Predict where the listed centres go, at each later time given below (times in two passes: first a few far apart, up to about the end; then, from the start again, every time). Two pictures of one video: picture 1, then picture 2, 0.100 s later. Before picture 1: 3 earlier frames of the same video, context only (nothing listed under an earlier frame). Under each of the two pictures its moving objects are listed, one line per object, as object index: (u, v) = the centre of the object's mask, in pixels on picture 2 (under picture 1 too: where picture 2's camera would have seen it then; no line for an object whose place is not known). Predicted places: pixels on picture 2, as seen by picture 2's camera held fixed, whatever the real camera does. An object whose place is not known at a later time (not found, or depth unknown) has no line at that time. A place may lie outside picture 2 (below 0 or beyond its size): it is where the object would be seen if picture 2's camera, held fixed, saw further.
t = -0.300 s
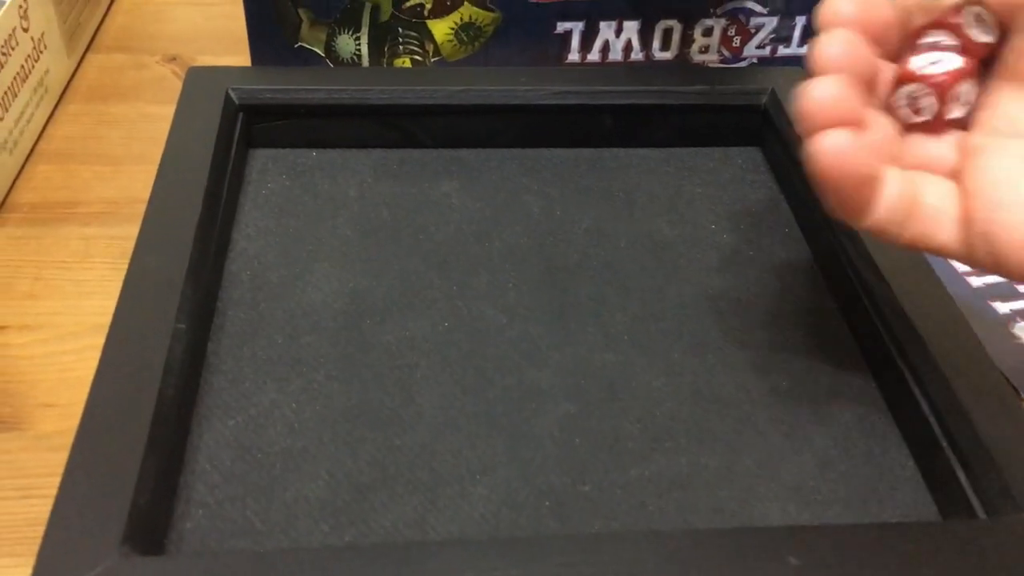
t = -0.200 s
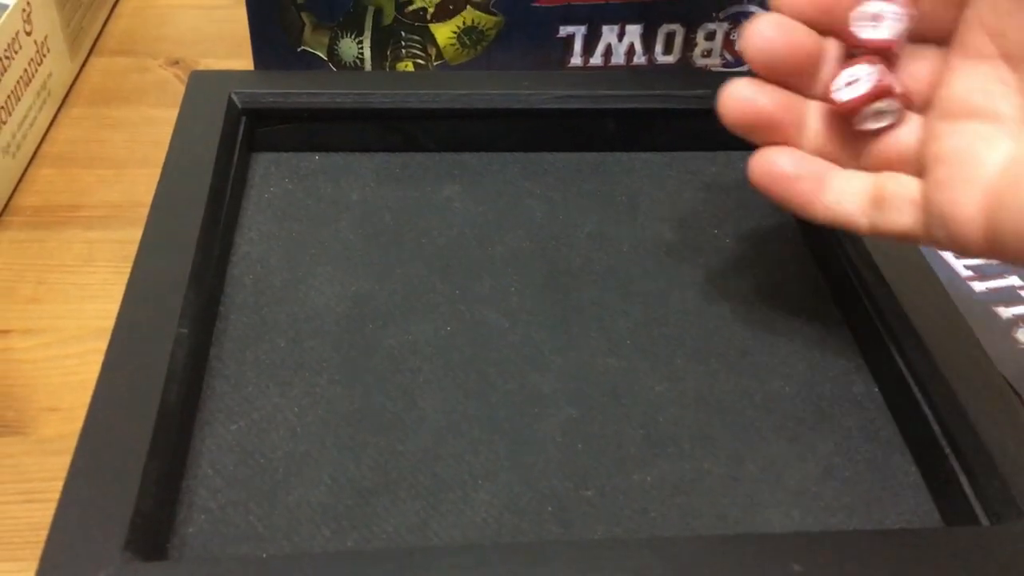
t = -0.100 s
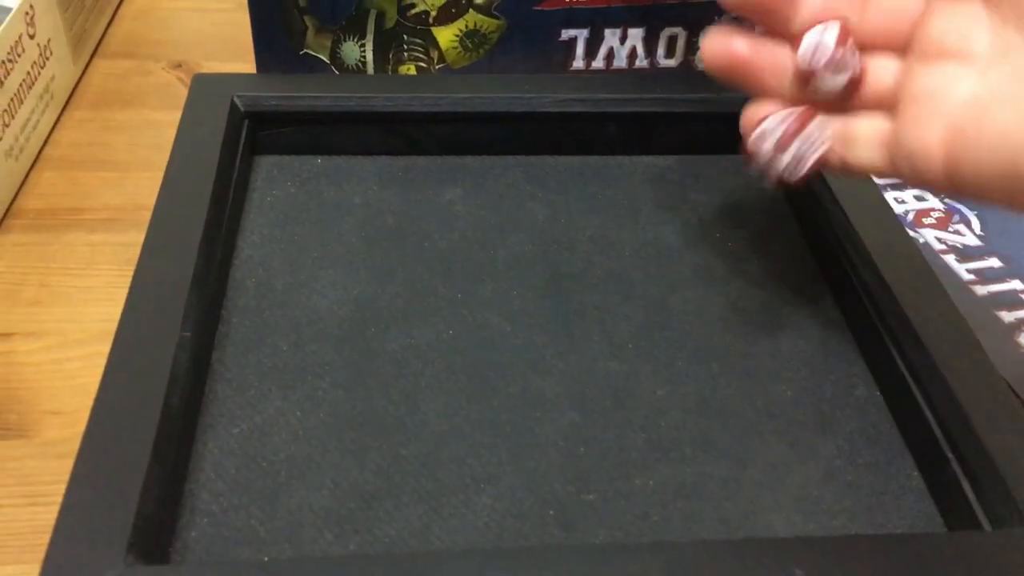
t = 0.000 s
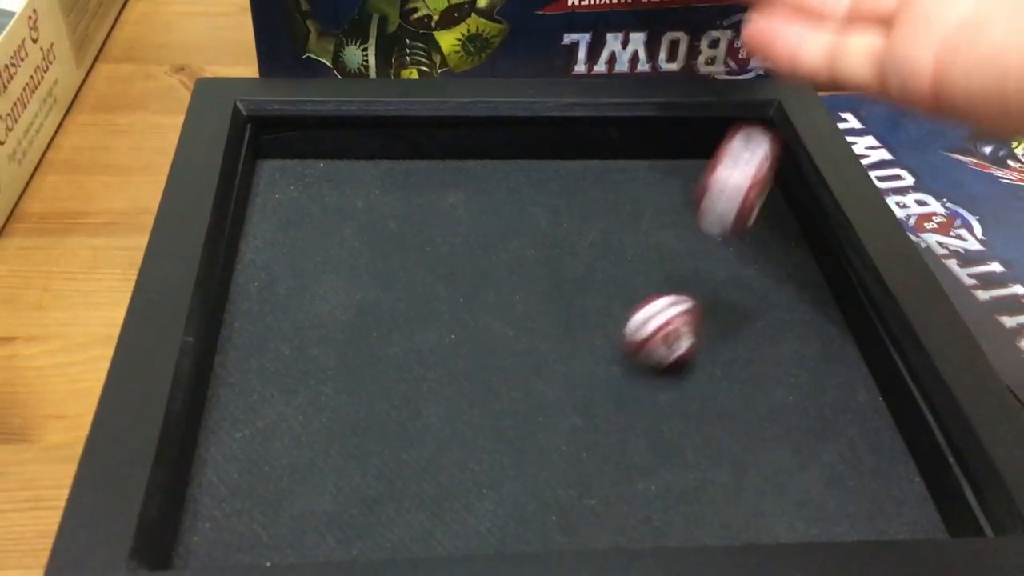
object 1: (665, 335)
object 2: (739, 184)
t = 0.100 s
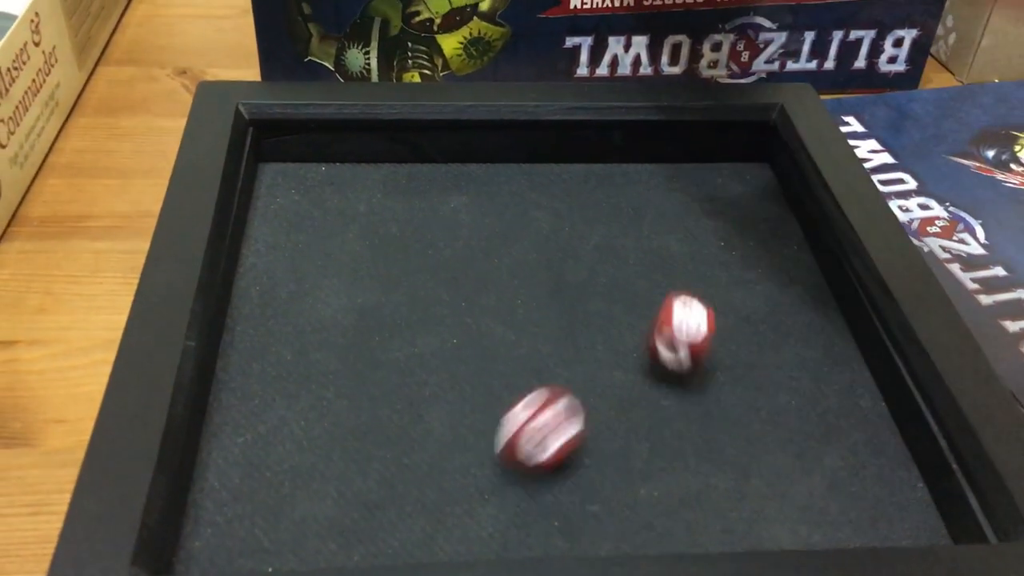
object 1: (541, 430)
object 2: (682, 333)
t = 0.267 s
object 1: (386, 540)
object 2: (684, 408)
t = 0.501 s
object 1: (337, 457)
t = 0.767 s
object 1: (347, 432)
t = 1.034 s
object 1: (347, 432)
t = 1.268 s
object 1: (347, 432)
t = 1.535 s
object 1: (347, 431)
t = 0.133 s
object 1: (495, 466)
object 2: (680, 367)
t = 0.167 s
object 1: (460, 508)
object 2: (673, 386)
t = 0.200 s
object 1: (438, 537)
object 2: (677, 398)
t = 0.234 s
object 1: (412, 542)
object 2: (683, 403)
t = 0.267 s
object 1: (386, 540)
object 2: (684, 408)
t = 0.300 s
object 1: (369, 531)
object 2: (678, 410)
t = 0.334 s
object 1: (359, 522)
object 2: (665, 410)
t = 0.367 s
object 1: (351, 510)
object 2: (653, 403)
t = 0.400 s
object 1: (342, 497)
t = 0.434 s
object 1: (331, 485)
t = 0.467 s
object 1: (332, 470)
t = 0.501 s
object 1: (337, 457)
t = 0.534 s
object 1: (339, 449)
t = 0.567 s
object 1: (342, 441)
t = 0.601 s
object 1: (346, 435)
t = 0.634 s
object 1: (350, 428)
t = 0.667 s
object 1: (347, 431)
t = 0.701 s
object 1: (347, 432)
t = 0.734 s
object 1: (347, 432)
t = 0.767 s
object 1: (347, 432)
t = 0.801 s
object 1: (347, 432)
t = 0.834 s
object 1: (347, 432)
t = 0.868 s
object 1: (347, 432)
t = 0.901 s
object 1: (347, 432)
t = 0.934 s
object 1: (347, 432)
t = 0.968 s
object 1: (347, 432)
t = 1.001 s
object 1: (347, 432)
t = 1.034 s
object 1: (347, 432)
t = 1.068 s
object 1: (347, 432)
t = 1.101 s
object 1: (347, 432)
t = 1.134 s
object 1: (347, 432)
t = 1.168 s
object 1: (347, 432)
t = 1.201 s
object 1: (347, 432)
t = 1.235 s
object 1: (347, 432)
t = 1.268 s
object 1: (347, 432)
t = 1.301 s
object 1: (347, 432)
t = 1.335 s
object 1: (347, 432)
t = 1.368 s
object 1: (347, 432)
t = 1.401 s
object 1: (347, 432)
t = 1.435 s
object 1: (347, 432)
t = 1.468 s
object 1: (347, 432)
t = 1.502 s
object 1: (348, 432)
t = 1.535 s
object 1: (347, 431)
